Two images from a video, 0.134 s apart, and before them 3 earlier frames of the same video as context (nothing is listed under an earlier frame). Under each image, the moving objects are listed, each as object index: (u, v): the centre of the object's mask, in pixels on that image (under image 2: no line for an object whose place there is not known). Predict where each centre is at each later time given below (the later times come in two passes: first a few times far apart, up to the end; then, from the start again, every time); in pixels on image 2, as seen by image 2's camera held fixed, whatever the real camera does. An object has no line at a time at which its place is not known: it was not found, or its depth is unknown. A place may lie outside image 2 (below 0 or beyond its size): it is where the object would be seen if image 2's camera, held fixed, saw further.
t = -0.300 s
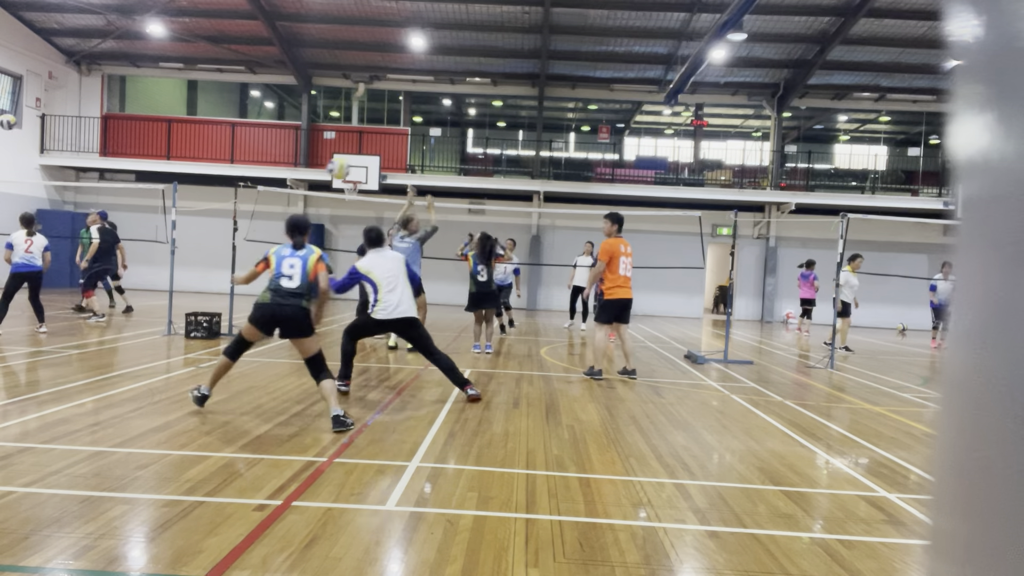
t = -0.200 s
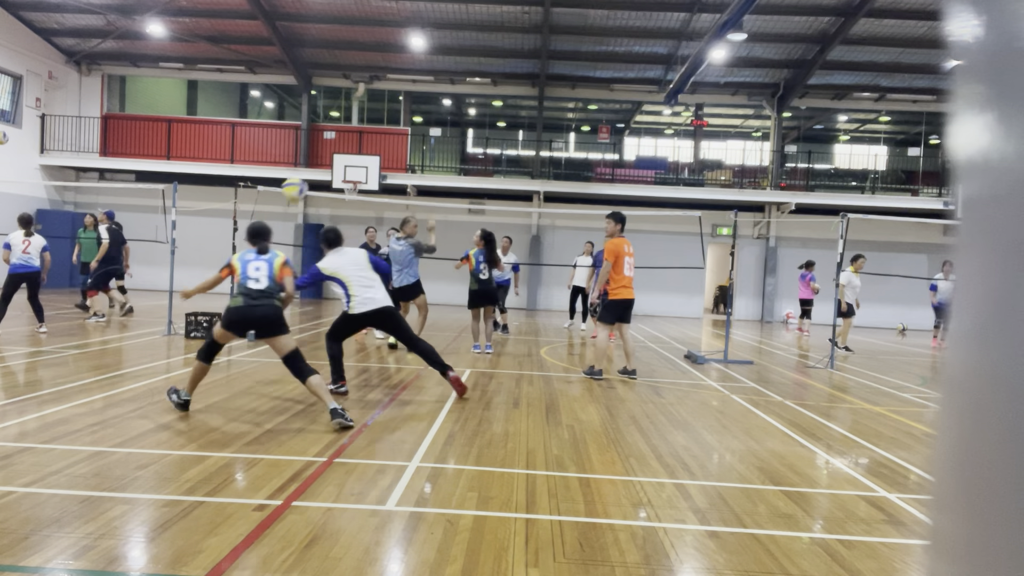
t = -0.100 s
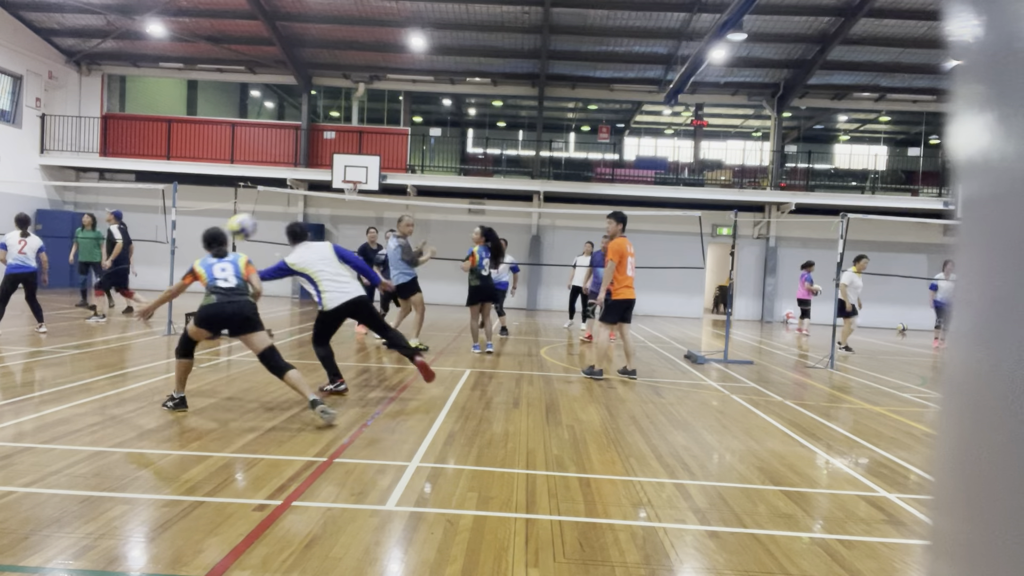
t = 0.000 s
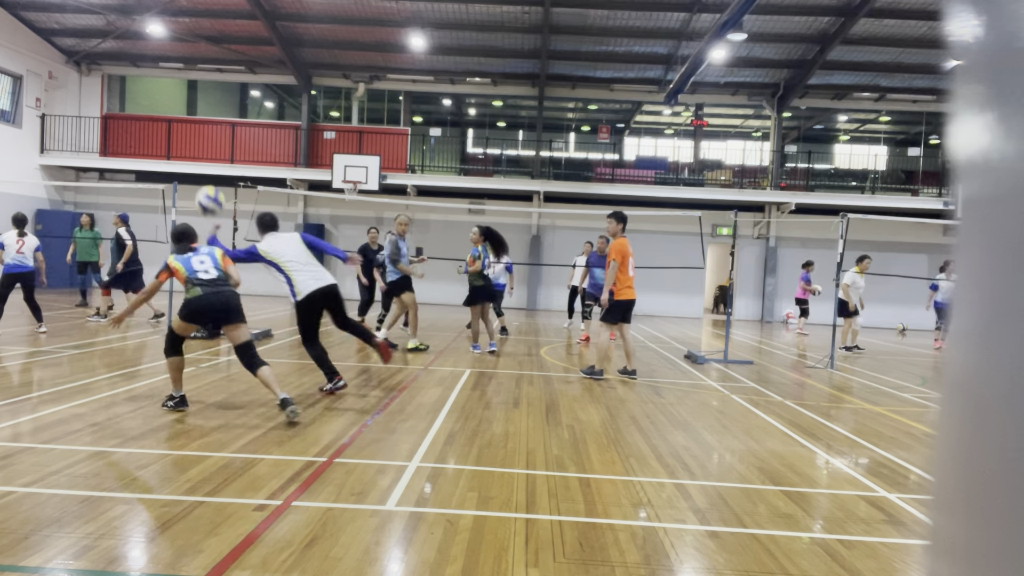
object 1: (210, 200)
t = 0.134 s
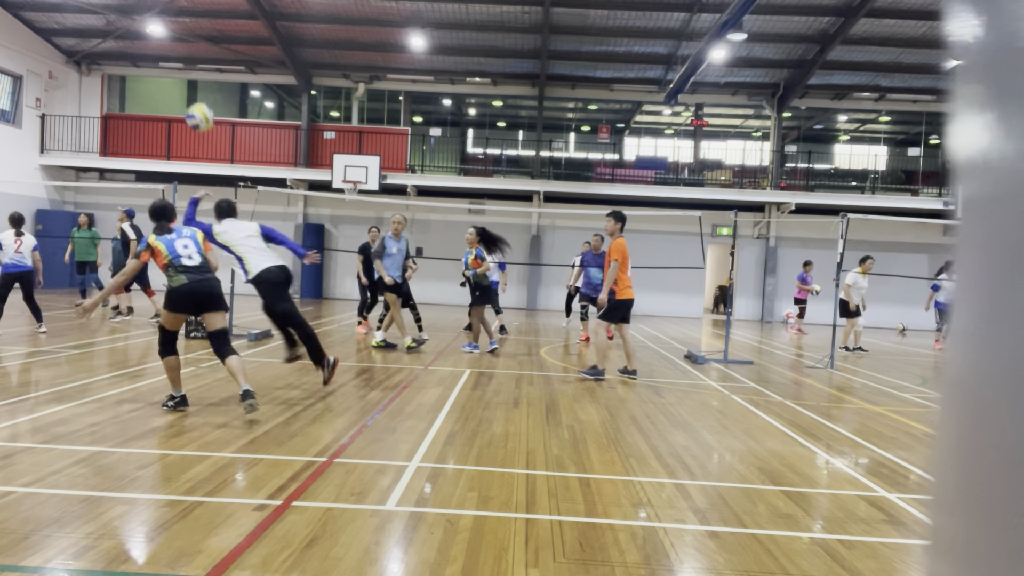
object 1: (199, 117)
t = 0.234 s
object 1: (194, 73)
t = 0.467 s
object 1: (178, 21)
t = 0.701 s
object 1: (161, 25)
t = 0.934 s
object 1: (147, 73)
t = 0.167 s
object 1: (197, 101)
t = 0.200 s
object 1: (196, 86)
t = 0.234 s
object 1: (194, 73)
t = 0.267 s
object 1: (192, 62)
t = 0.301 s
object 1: (190, 52)
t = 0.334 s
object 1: (188, 43)
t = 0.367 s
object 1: (186, 35)
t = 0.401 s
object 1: (183, 30)
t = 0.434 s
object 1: (181, 25)
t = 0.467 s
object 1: (178, 21)
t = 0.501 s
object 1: (175, 18)
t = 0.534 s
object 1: (173, 17)
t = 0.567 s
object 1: (171, 16)
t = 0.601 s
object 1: (169, 16)
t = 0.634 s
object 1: (167, 17)
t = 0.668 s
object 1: (165, 20)
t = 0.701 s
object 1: (161, 25)
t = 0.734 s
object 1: (159, 29)
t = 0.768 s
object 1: (157, 34)
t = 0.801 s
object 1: (155, 38)
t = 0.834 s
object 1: (153, 47)
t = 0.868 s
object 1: (151, 55)
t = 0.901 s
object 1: (149, 64)
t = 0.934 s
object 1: (147, 73)
